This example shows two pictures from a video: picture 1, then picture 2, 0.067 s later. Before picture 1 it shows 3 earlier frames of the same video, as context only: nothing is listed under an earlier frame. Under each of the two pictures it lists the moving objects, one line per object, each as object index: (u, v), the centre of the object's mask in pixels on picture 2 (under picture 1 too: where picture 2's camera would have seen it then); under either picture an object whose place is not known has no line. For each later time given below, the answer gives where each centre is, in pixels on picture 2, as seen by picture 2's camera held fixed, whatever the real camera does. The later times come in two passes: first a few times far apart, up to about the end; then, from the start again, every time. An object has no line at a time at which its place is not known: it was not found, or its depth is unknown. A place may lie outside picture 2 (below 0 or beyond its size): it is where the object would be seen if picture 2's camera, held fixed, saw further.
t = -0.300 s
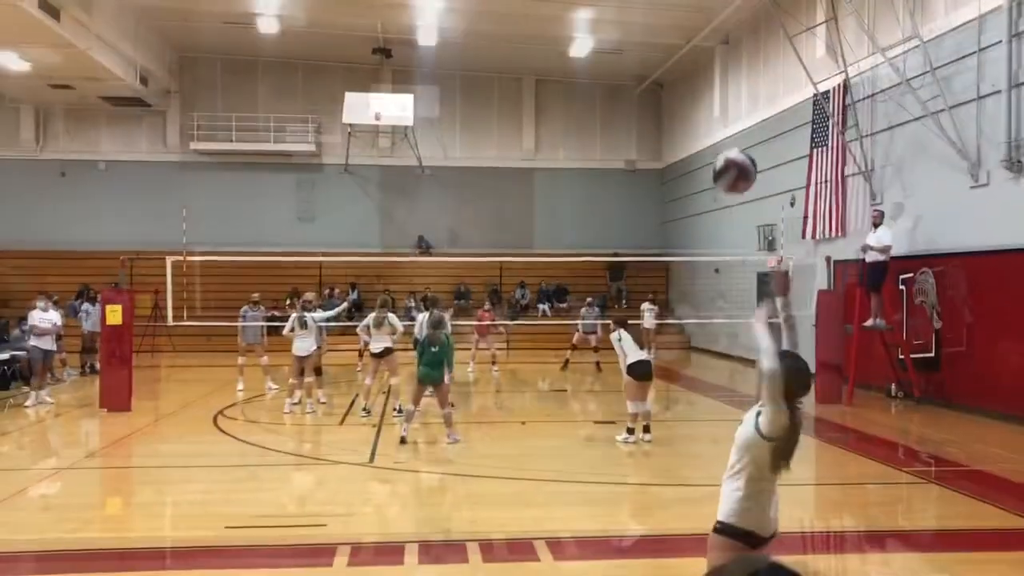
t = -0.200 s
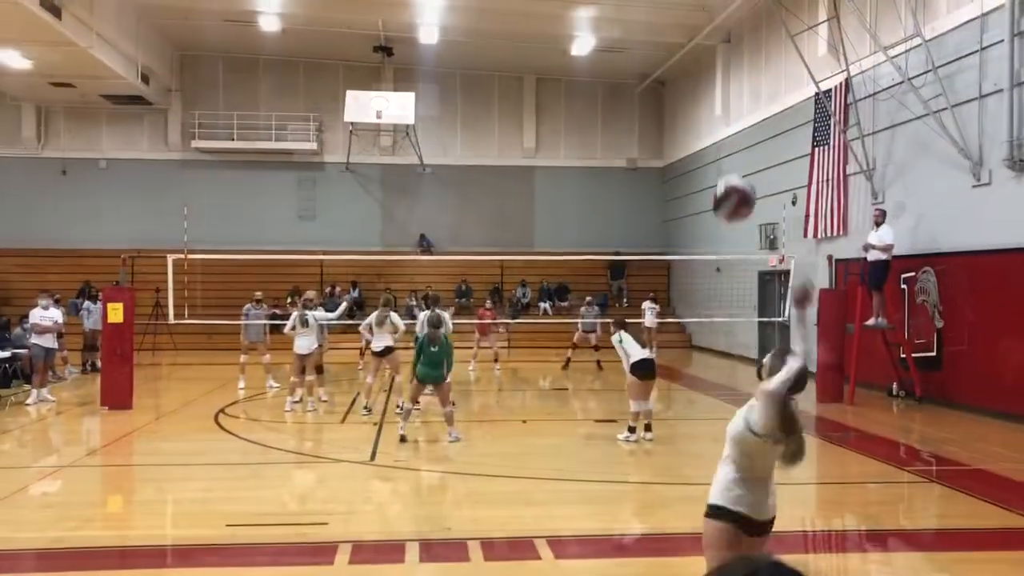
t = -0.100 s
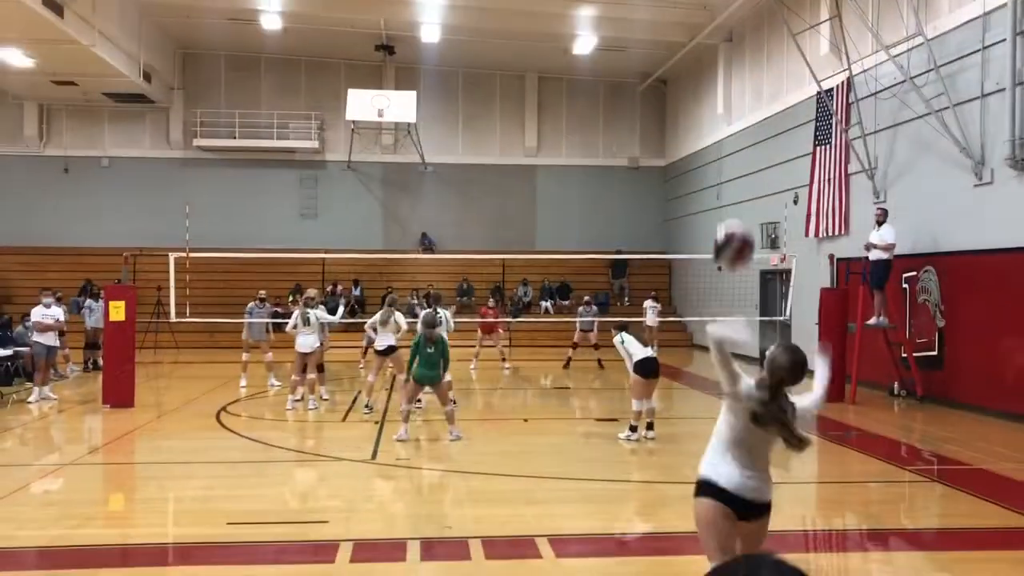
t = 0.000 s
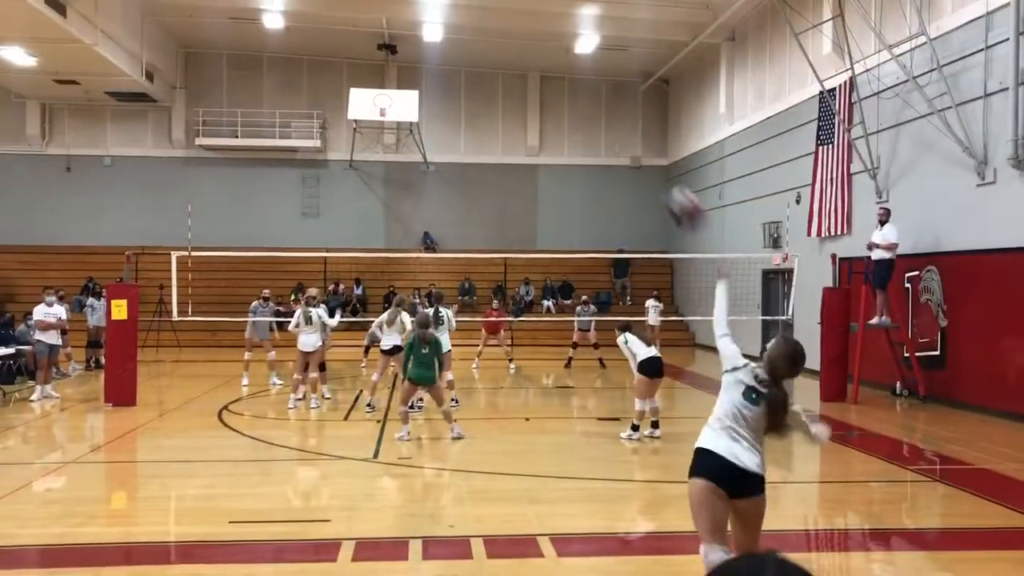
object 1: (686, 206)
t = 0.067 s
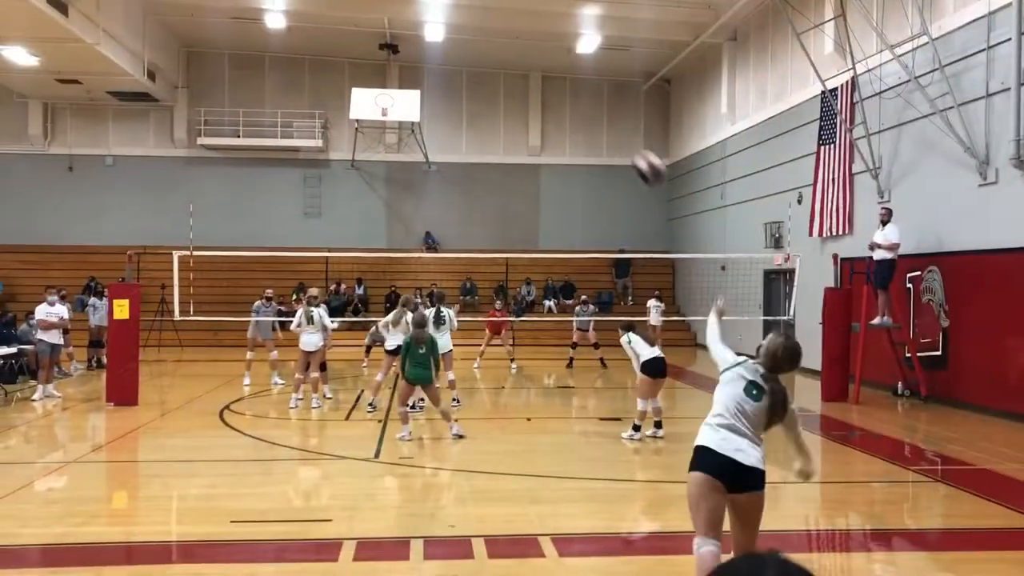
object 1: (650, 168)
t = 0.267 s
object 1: (580, 122)
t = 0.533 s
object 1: (529, 139)
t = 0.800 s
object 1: (505, 186)
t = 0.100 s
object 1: (635, 154)
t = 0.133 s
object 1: (621, 144)
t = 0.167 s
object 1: (609, 135)
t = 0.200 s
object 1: (599, 128)
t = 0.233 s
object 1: (588, 123)
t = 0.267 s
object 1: (580, 122)
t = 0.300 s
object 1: (571, 121)
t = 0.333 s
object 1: (563, 120)
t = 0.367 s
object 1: (557, 122)
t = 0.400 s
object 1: (549, 123)
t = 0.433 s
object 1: (544, 126)
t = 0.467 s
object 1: (540, 129)
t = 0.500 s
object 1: (534, 134)
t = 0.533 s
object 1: (529, 139)
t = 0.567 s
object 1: (525, 142)
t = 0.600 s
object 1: (521, 148)
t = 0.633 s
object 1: (518, 154)
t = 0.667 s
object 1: (515, 159)
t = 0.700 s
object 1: (513, 166)
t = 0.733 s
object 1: (510, 172)
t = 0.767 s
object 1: (508, 179)
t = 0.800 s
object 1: (505, 186)
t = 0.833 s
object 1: (504, 194)
